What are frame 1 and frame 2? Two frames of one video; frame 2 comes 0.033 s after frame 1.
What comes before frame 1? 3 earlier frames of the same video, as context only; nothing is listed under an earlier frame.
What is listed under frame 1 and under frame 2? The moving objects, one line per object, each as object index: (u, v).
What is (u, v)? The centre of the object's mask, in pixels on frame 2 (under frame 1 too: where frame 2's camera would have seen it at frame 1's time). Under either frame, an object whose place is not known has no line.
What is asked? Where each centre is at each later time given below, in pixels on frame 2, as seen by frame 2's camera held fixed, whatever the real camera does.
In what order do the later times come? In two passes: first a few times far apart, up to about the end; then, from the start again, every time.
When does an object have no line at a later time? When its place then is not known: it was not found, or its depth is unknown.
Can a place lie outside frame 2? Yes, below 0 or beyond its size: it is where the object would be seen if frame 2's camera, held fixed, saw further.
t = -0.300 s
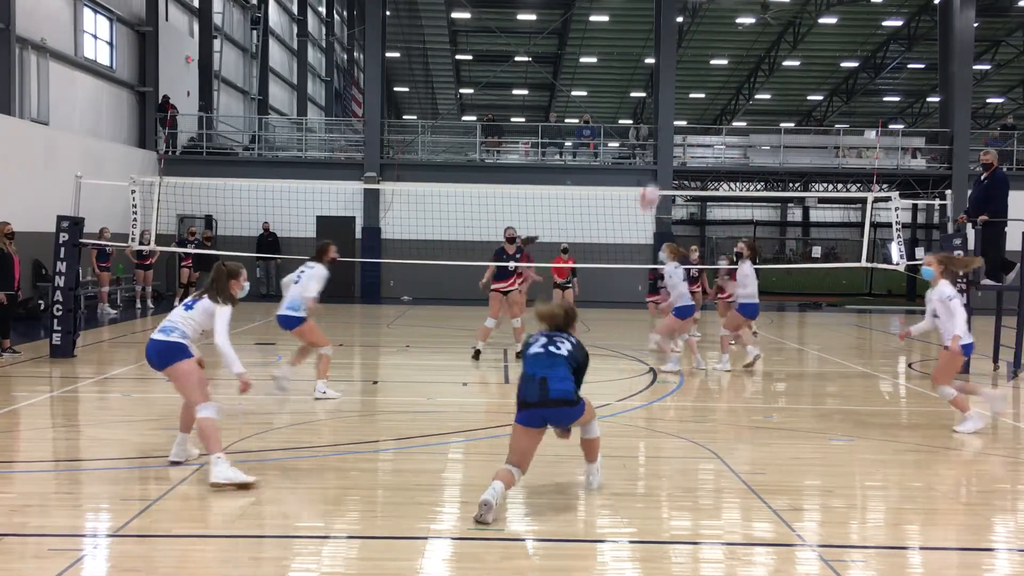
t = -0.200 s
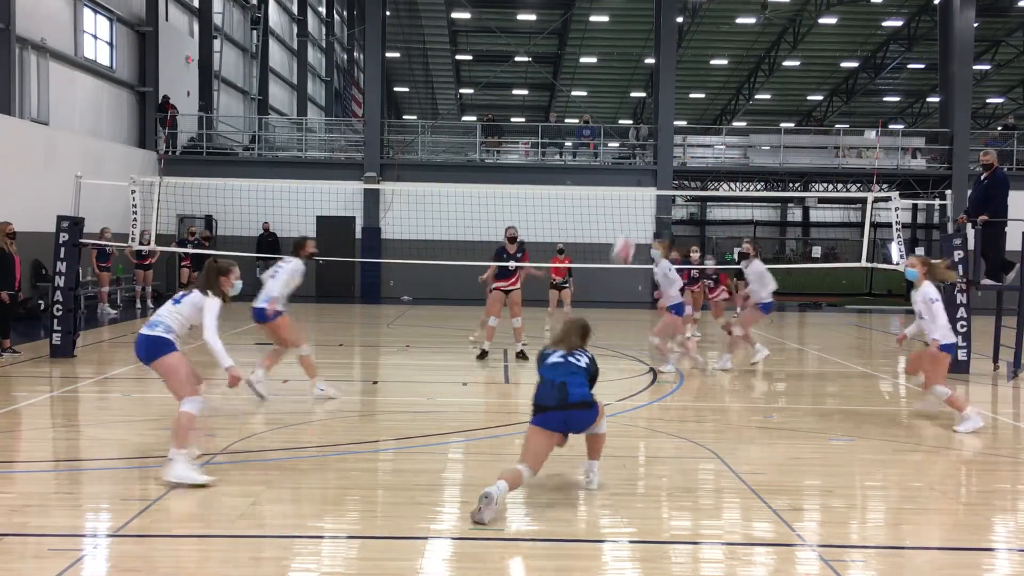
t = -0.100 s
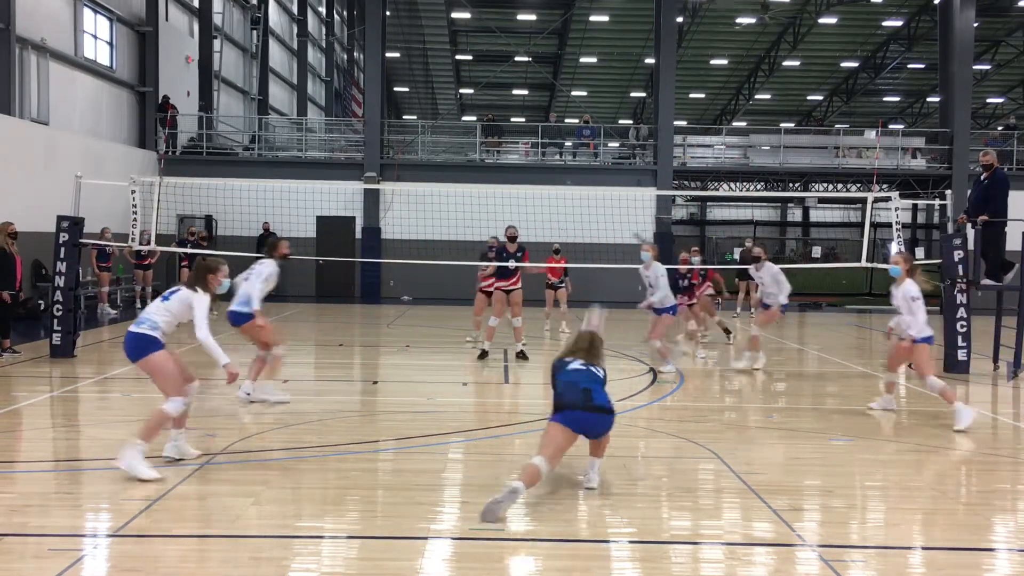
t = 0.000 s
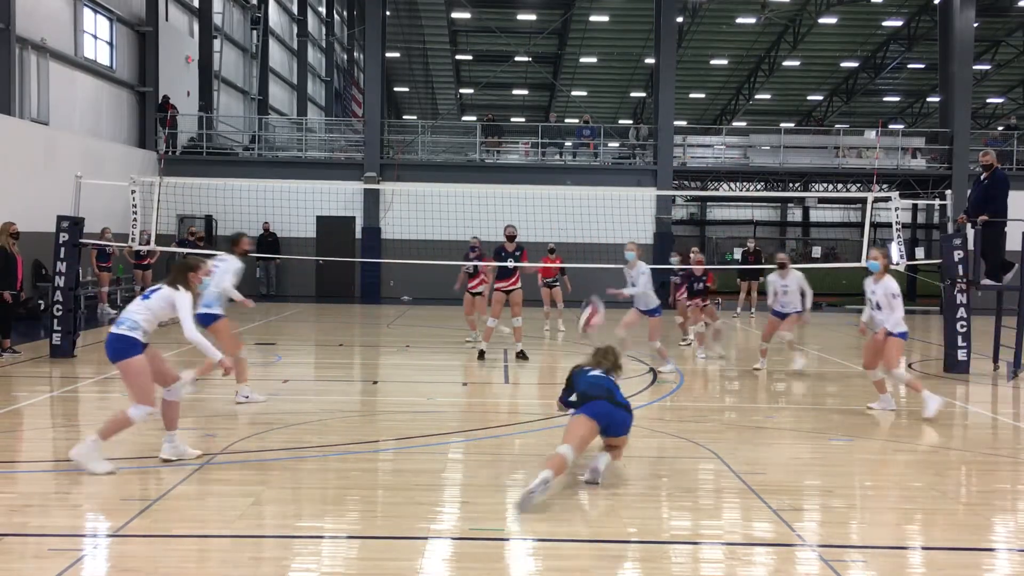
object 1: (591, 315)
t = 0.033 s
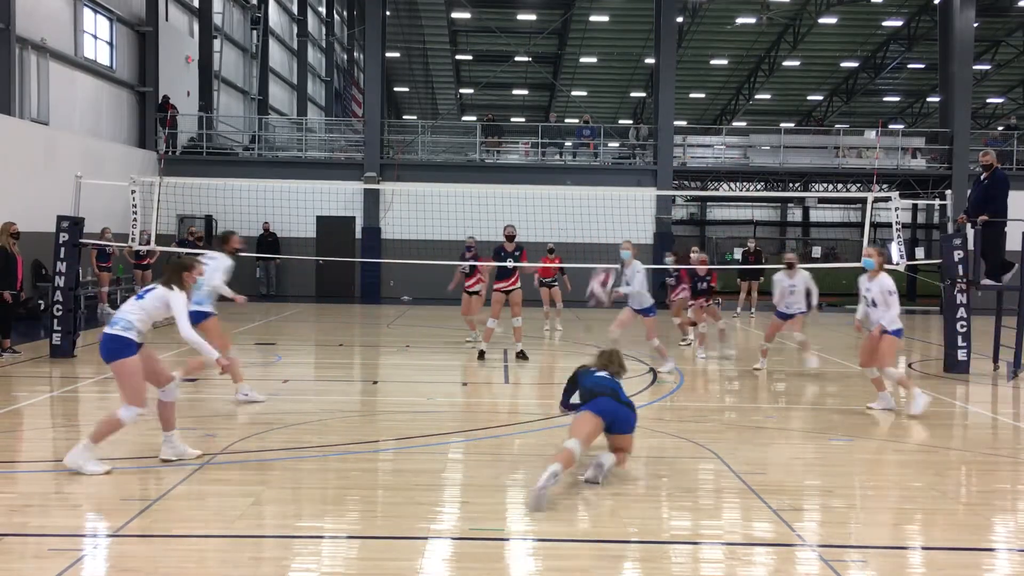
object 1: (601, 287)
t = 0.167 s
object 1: (637, 179)
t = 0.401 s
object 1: (697, 56)
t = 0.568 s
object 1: (742, 9)
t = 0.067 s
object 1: (611, 257)
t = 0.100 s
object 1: (619, 231)
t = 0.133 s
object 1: (629, 205)
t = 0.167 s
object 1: (637, 179)
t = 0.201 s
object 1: (647, 158)
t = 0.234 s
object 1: (657, 136)
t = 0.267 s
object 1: (664, 117)
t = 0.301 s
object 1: (672, 99)
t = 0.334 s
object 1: (681, 84)
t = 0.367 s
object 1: (689, 69)
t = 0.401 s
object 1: (697, 56)
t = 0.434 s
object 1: (705, 44)
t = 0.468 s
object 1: (713, 34)
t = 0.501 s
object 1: (720, 25)
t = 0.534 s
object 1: (727, 17)
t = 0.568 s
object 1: (742, 9)
